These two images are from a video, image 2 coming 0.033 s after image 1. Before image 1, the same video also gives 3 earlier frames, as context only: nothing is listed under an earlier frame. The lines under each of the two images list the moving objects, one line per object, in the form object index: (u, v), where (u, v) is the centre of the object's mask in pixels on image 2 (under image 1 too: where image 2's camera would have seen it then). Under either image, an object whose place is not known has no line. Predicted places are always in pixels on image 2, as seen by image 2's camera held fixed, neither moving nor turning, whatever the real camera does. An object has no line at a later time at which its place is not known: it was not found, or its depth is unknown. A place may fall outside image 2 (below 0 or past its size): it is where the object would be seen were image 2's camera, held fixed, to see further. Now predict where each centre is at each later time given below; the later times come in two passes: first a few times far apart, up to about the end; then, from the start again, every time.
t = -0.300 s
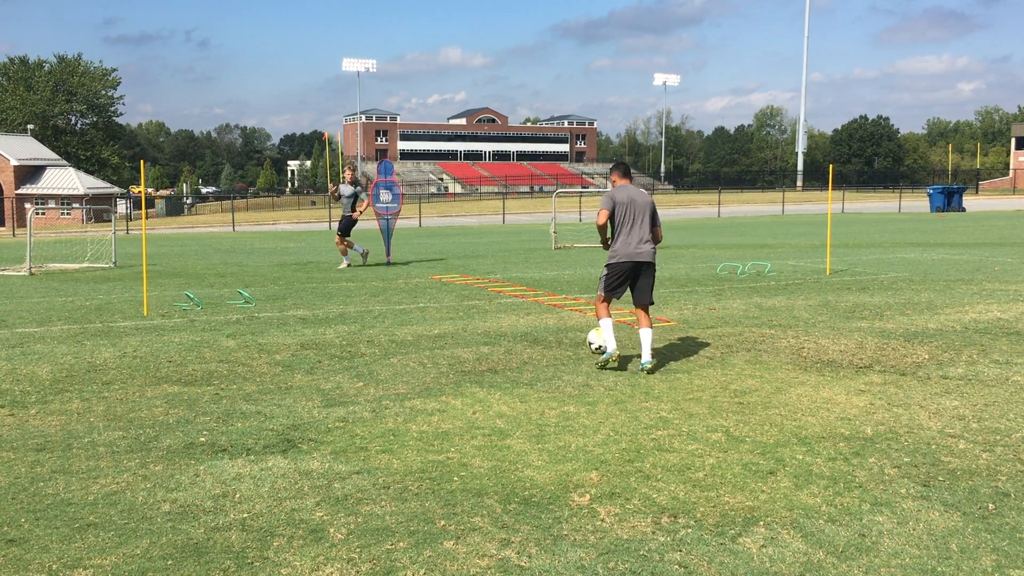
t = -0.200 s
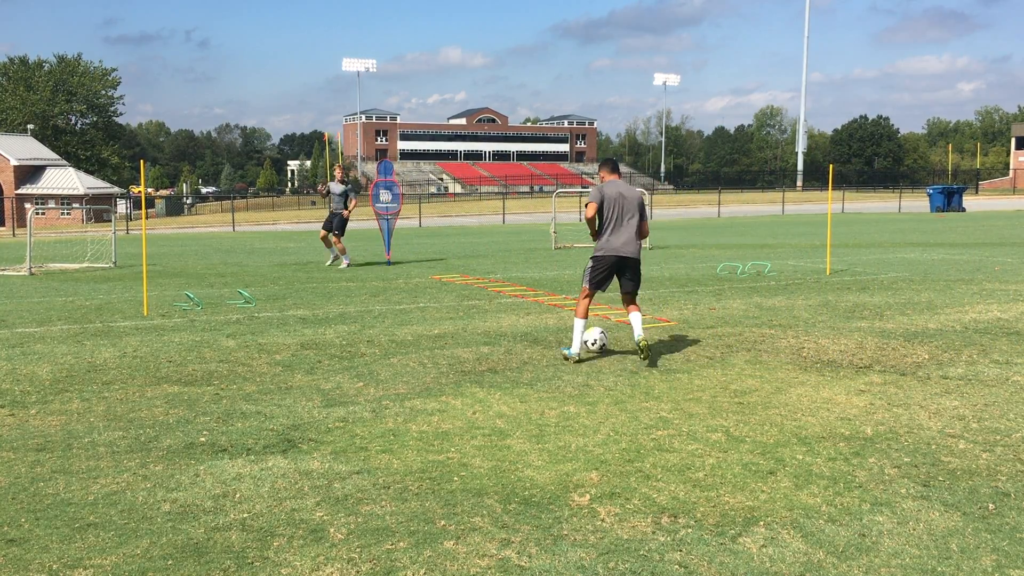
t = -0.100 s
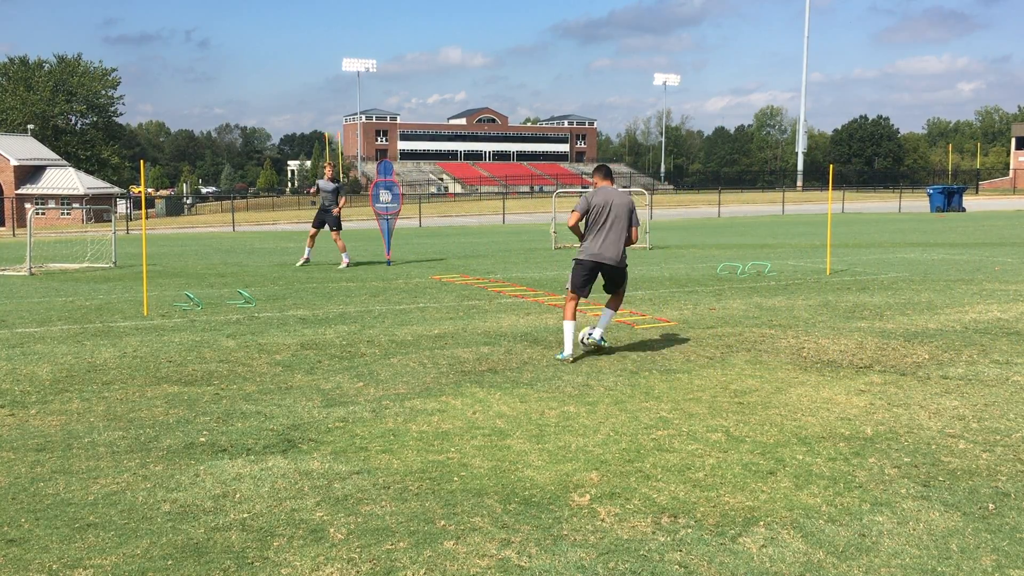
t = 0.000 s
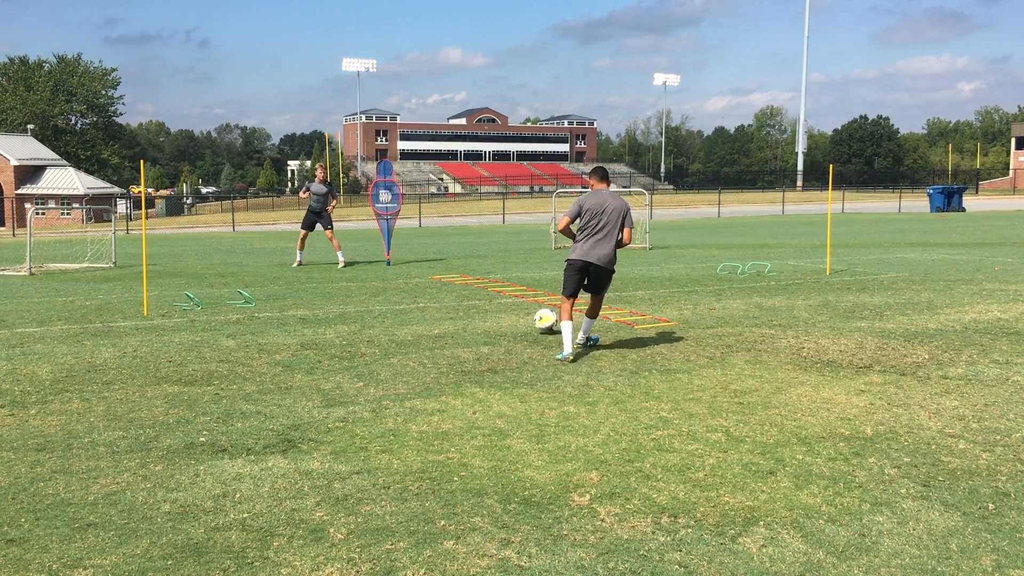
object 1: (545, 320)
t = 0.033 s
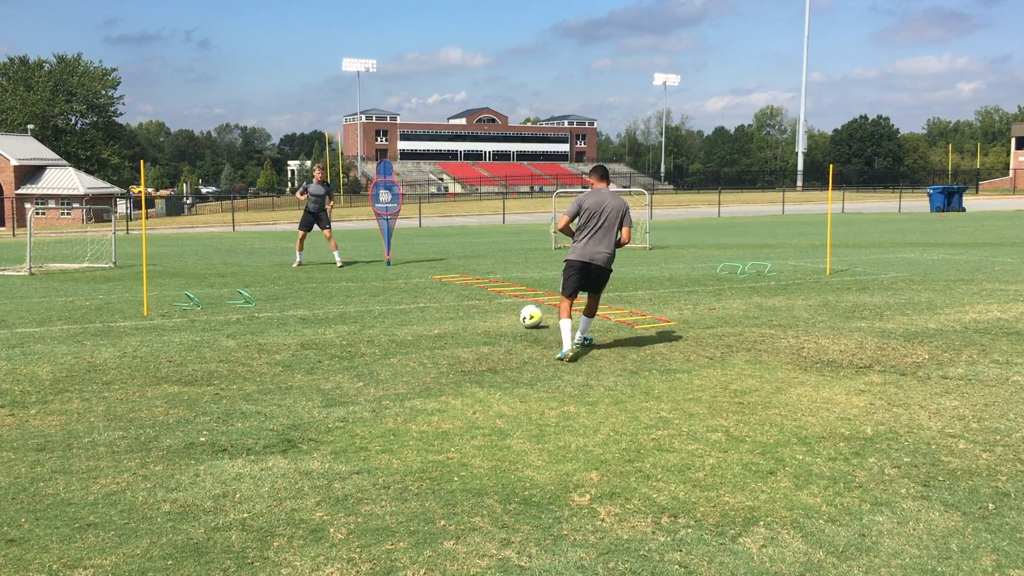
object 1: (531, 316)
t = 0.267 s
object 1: (456, 292)
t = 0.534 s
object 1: (404, 277)
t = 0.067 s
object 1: (517, 313)
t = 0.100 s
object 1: (505, 309)
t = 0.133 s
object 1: (494, 305)
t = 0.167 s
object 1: (484, 302)
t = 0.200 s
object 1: (474, 299)
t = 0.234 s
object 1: (465, 296)
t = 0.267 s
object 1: (456, 292)
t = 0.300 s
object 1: (448, 290)
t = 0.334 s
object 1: (441, 288)
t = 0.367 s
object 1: (434, 286)
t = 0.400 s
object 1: (427, 282)
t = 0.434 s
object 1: (421, 280)
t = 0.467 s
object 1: (415, 279)
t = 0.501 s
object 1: (410, 278)
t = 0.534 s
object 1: (404, 277)
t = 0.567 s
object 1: (400, 275)
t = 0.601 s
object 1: (395, 274)
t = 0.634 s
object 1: (390, 273)
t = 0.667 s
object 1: (386, 271)
